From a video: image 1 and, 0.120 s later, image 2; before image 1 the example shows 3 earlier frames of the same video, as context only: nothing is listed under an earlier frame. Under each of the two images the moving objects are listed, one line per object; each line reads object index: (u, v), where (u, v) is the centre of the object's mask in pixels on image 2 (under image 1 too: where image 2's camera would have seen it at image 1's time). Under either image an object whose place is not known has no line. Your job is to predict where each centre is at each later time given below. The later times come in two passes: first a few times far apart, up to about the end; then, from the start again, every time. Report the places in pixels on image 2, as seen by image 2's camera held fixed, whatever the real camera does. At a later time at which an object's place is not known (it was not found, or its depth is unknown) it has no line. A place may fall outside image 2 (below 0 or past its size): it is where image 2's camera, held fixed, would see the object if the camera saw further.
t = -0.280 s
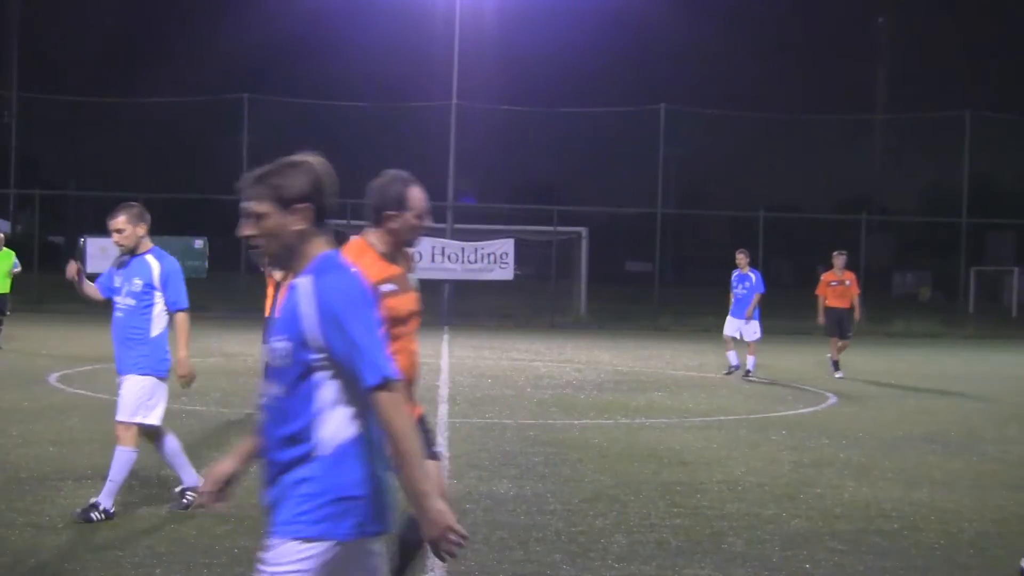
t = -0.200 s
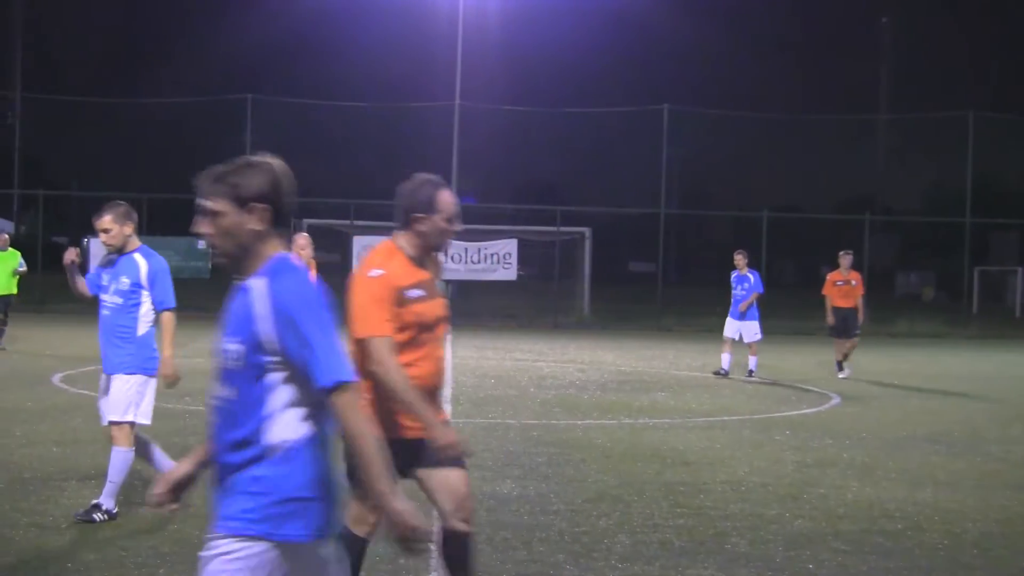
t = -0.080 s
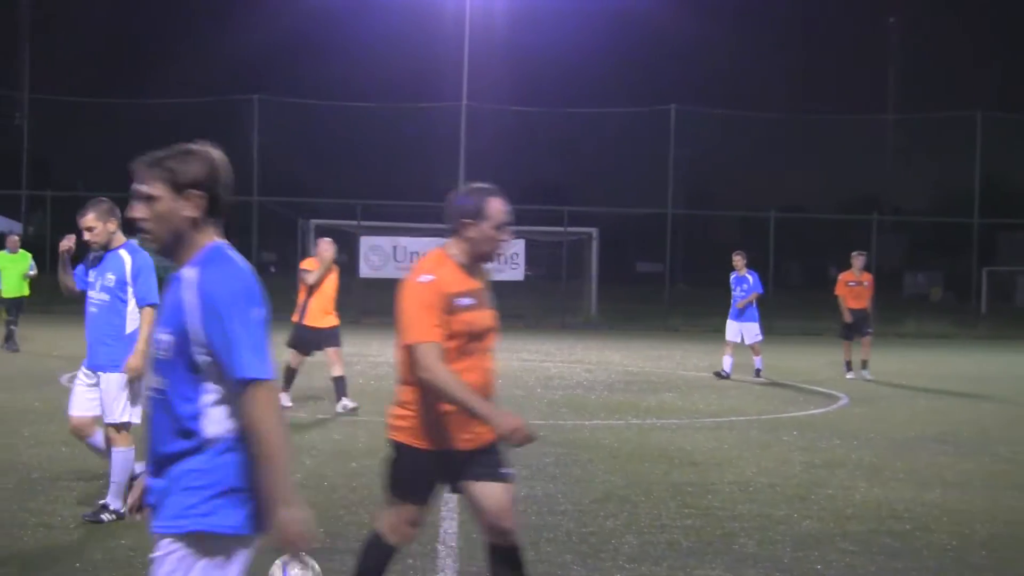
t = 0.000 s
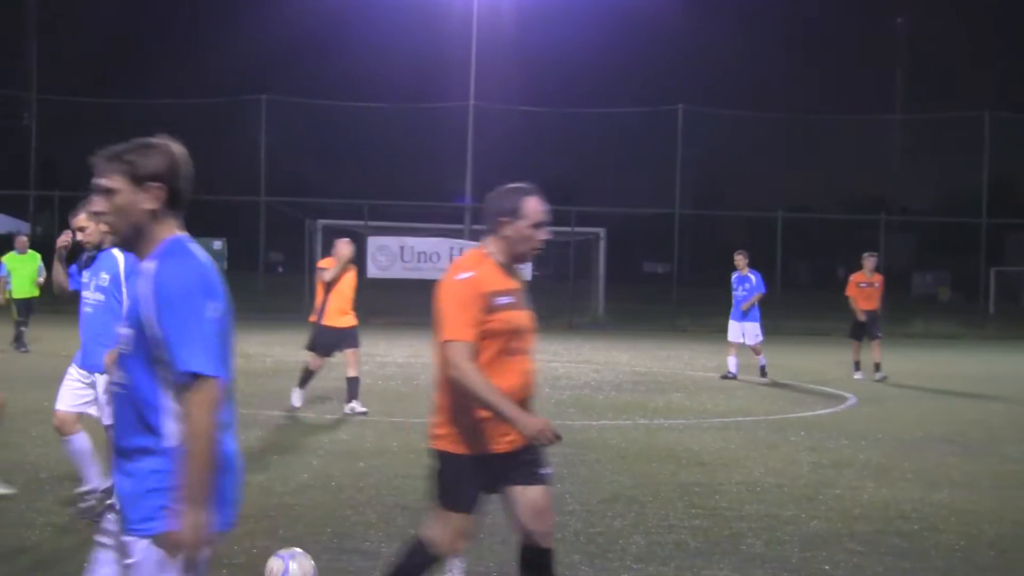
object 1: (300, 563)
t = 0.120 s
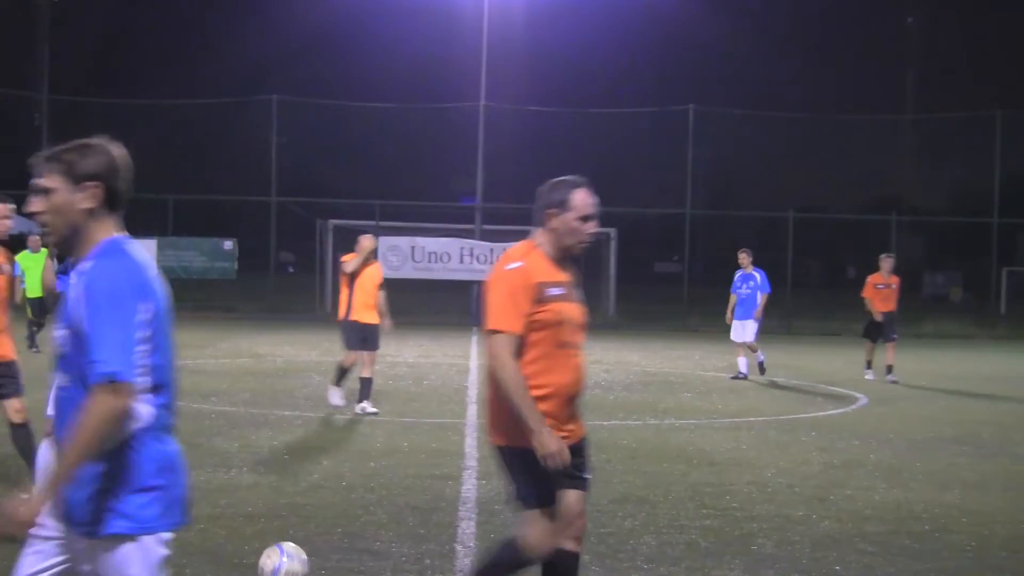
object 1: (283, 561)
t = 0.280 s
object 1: (263, 558)
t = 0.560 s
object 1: (232, 551)
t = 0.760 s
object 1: (215, 546)
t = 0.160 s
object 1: (278, 560)
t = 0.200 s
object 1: (274, 559)
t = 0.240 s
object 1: (268, 559)
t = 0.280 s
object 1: (263, 558)
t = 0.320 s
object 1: (258, 557)
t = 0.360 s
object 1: (253, 556)
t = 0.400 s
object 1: (249, 553)
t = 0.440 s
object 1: (244, 553)
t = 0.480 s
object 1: (239, 552)
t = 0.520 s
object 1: (236, 551)
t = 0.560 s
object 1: (232, 551)
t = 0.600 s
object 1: (228, 549)
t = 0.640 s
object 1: (225, 549)
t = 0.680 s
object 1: (221, 548)
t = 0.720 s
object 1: (218, 547)
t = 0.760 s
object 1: (215, 546)
